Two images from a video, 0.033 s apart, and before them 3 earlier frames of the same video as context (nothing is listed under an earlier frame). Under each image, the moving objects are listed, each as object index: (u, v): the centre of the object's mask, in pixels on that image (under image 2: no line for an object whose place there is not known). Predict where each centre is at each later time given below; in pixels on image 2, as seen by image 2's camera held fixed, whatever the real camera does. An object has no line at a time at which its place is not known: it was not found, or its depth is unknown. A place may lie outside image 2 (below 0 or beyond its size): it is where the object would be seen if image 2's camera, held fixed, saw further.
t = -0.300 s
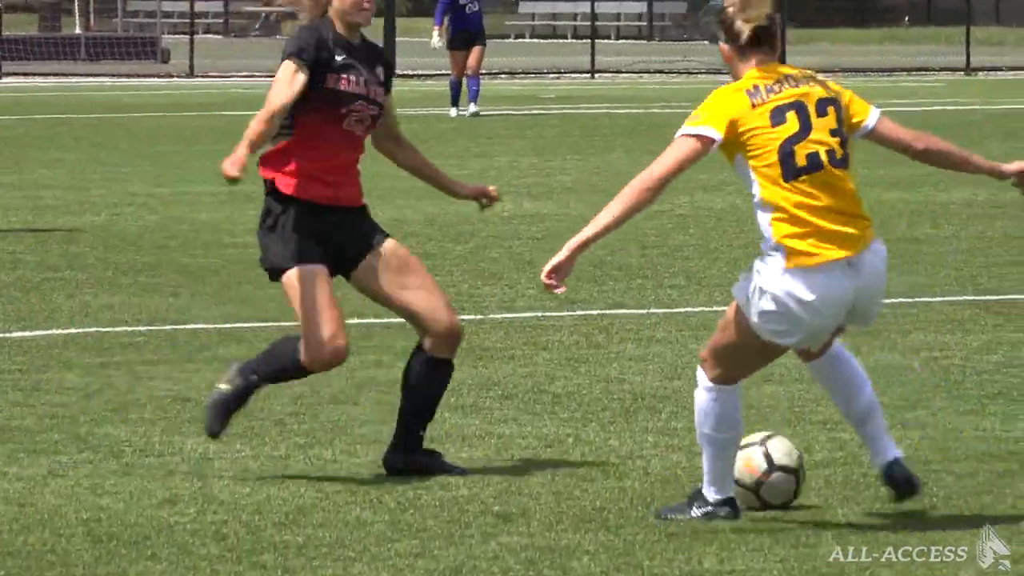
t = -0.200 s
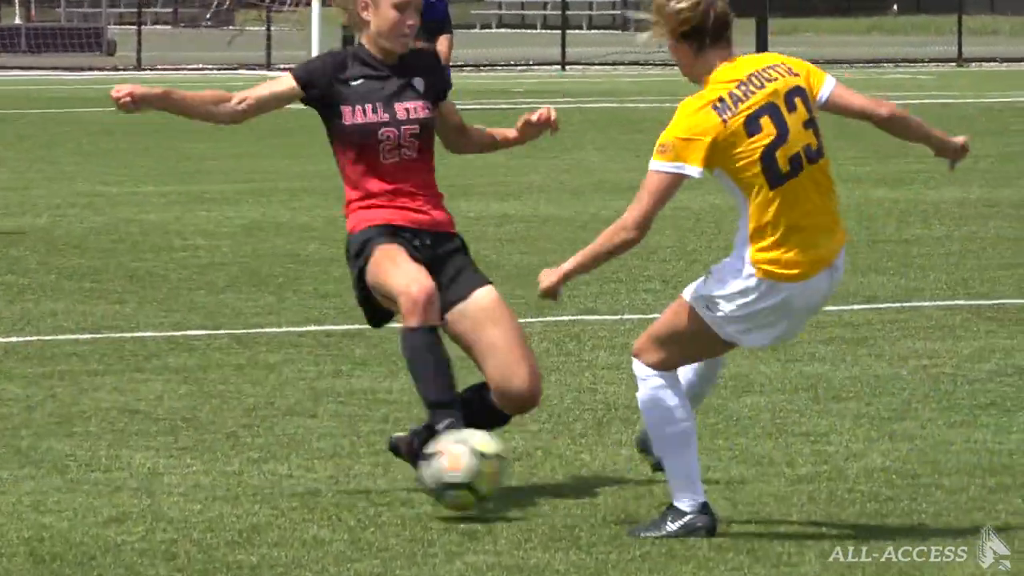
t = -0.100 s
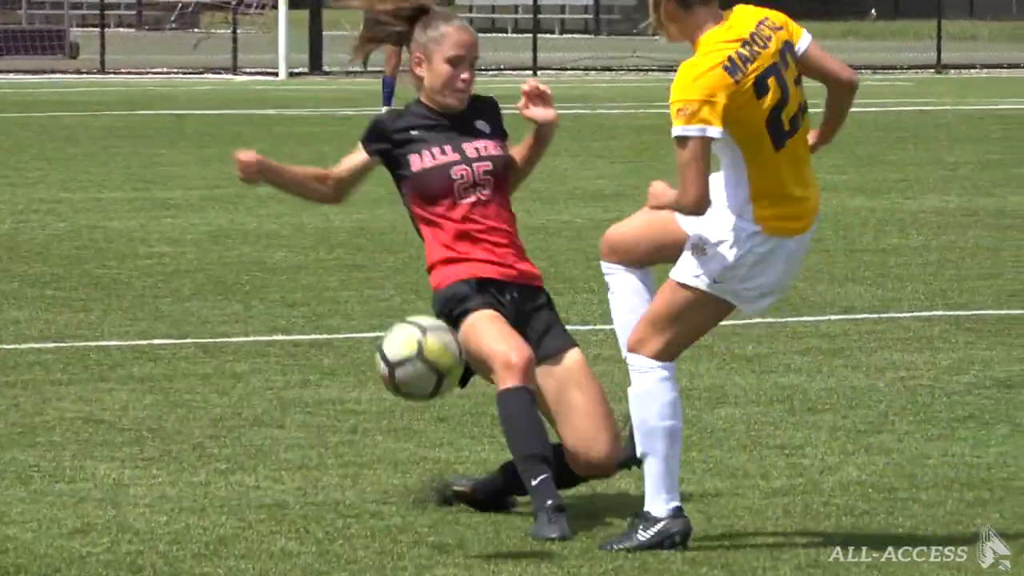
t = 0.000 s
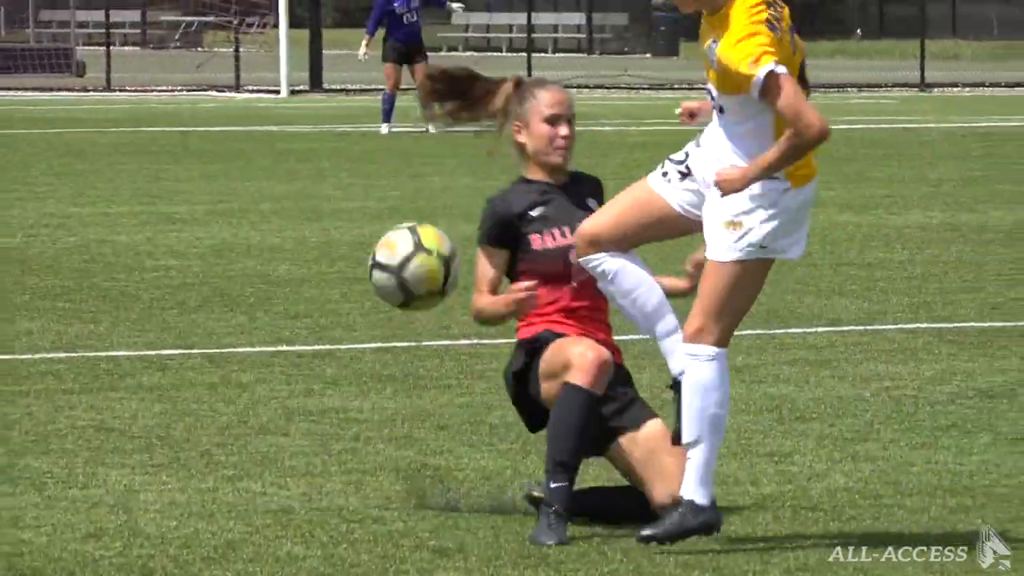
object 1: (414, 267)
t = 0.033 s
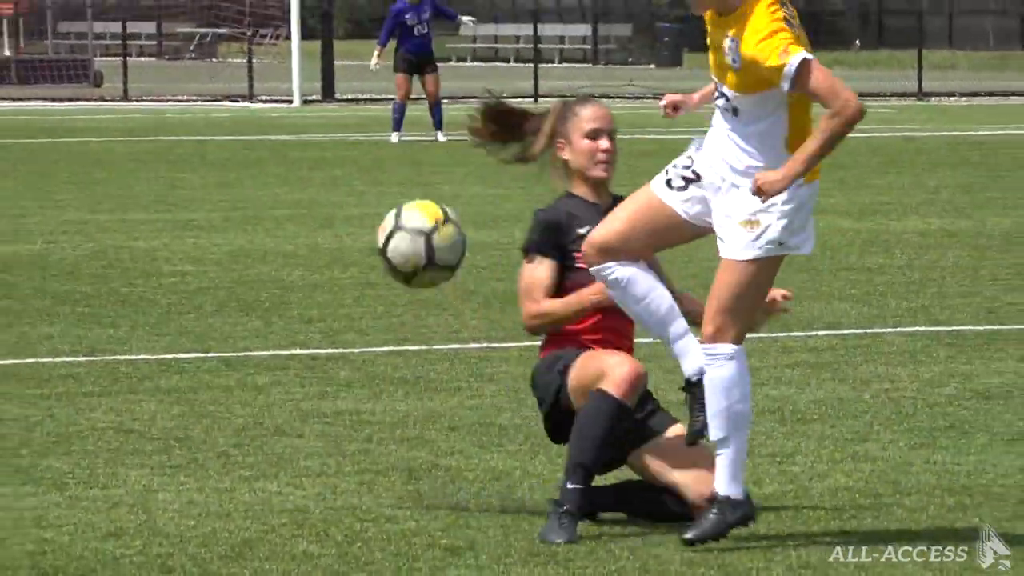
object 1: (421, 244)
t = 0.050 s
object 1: (419, 231)
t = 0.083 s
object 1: (417, 208)
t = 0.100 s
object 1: (415, 196)
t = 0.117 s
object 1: (413, 188)
